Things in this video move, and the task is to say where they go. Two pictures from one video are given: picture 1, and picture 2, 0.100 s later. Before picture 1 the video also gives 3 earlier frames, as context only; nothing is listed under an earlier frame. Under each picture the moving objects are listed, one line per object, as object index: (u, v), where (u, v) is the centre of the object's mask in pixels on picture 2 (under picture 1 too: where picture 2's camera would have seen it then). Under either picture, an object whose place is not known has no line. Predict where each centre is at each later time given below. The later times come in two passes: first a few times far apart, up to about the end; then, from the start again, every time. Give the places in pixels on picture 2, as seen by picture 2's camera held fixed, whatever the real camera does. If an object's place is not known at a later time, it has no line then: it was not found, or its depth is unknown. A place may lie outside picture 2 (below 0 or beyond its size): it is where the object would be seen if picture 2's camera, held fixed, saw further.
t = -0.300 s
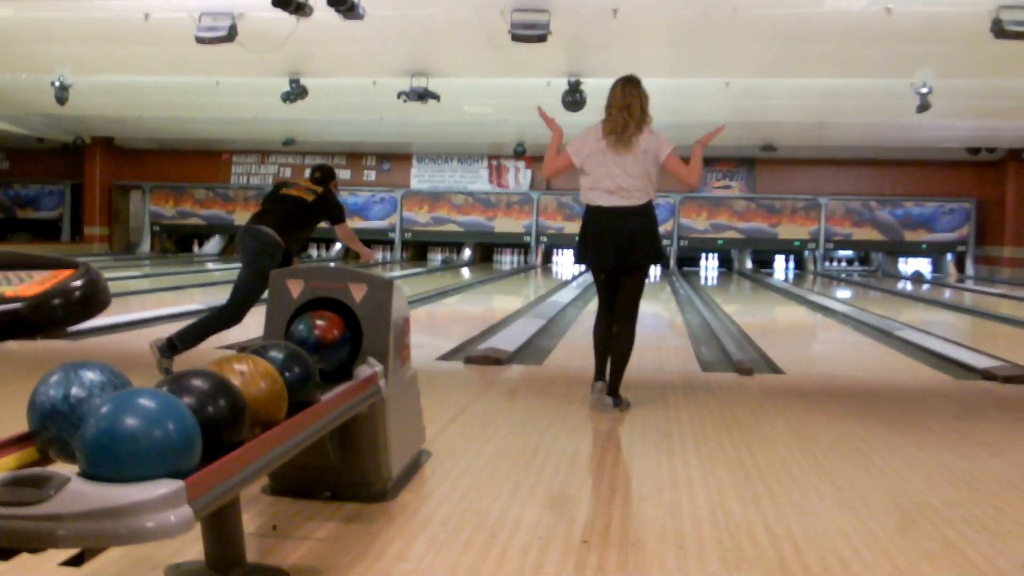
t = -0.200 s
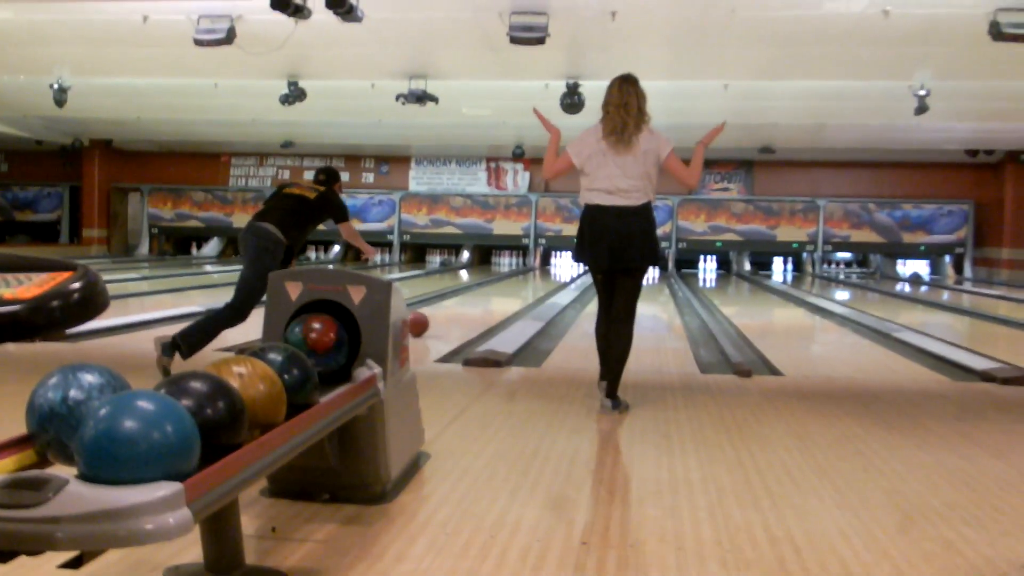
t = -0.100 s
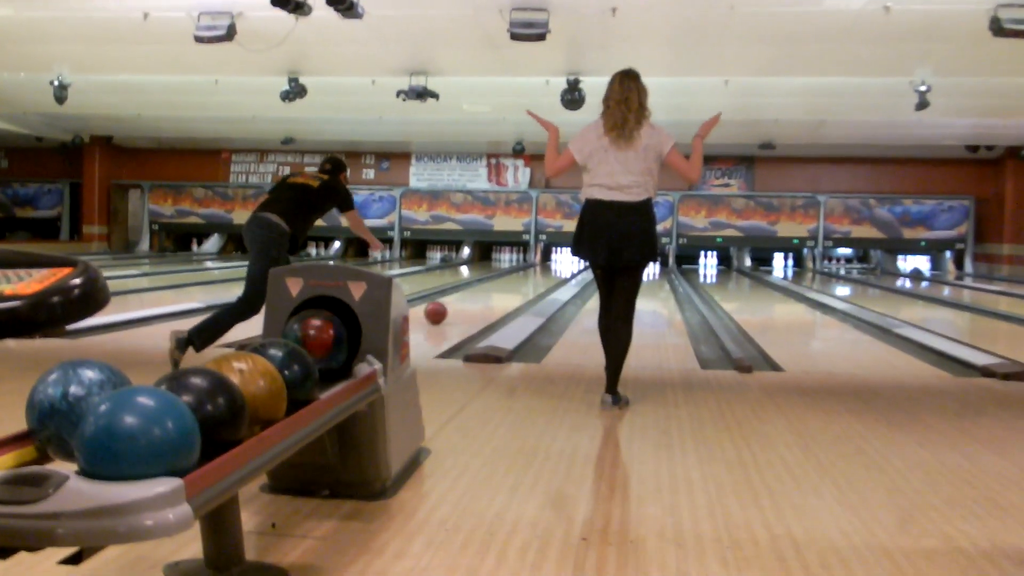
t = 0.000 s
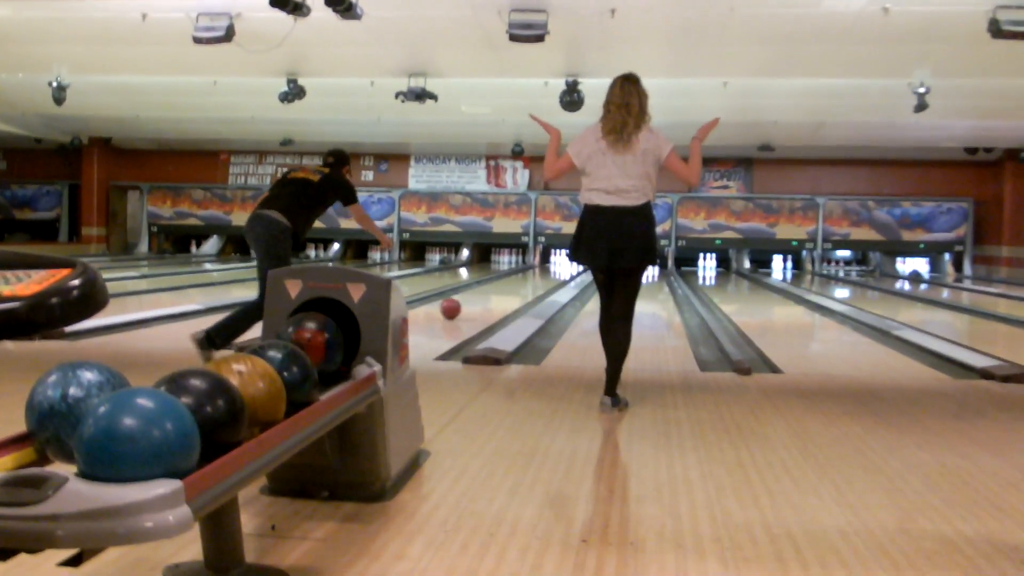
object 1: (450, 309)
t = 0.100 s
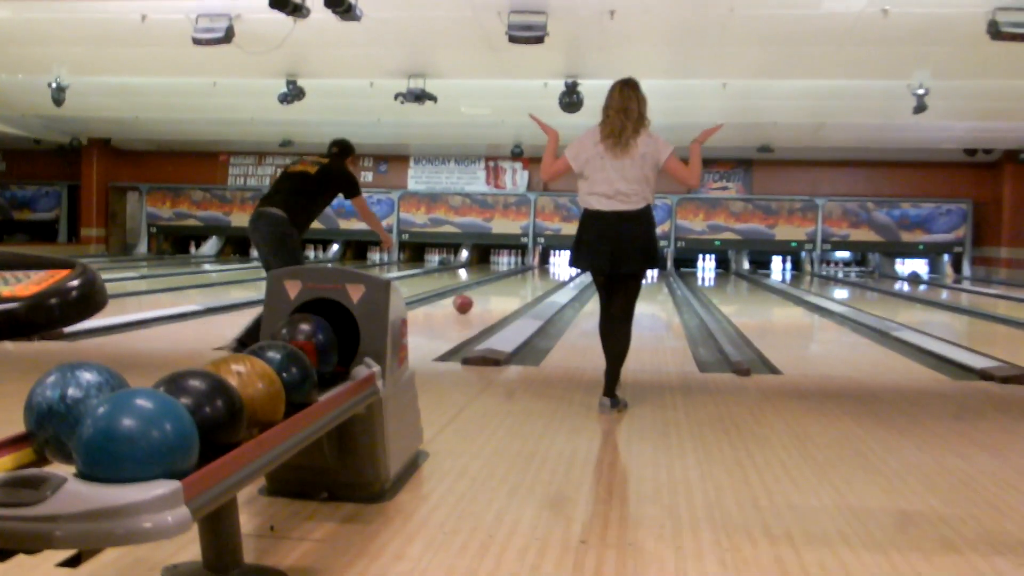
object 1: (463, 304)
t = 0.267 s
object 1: (481, 296)
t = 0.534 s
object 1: (504, 287)
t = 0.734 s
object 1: (517, 282)
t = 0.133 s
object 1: (467, 302)
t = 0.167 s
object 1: (471, 301)
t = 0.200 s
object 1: (474, 299)
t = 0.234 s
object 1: (478, 298)
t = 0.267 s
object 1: (481, 296)
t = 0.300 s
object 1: (484, 295)
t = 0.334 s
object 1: (487, 294)
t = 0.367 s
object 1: (490, 292)
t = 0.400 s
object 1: (493, 291)
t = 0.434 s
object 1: (496, 290)
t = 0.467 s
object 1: (499, 289)
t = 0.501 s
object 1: (502, 288)
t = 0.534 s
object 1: (504, 287)
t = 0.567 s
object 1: (506, 286)
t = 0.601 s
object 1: (508, 285)
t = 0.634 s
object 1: (510, 284)
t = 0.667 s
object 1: (513, 283)
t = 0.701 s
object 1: (515, 282)
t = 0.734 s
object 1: (517, 282)
